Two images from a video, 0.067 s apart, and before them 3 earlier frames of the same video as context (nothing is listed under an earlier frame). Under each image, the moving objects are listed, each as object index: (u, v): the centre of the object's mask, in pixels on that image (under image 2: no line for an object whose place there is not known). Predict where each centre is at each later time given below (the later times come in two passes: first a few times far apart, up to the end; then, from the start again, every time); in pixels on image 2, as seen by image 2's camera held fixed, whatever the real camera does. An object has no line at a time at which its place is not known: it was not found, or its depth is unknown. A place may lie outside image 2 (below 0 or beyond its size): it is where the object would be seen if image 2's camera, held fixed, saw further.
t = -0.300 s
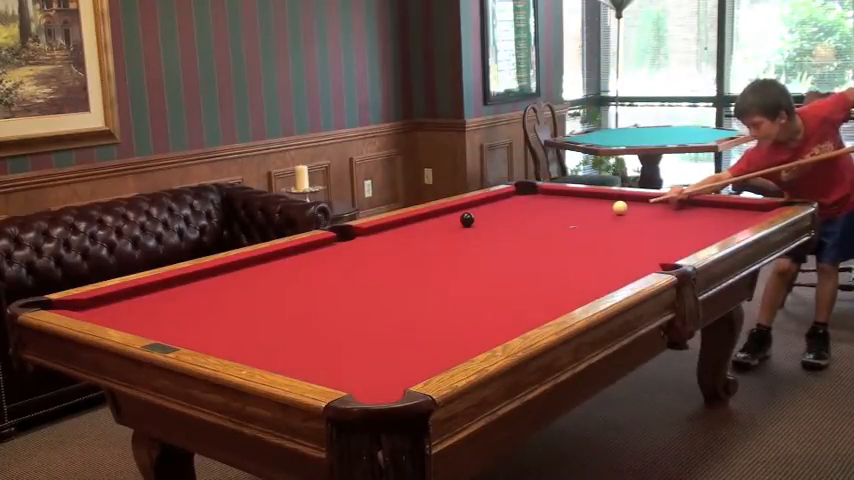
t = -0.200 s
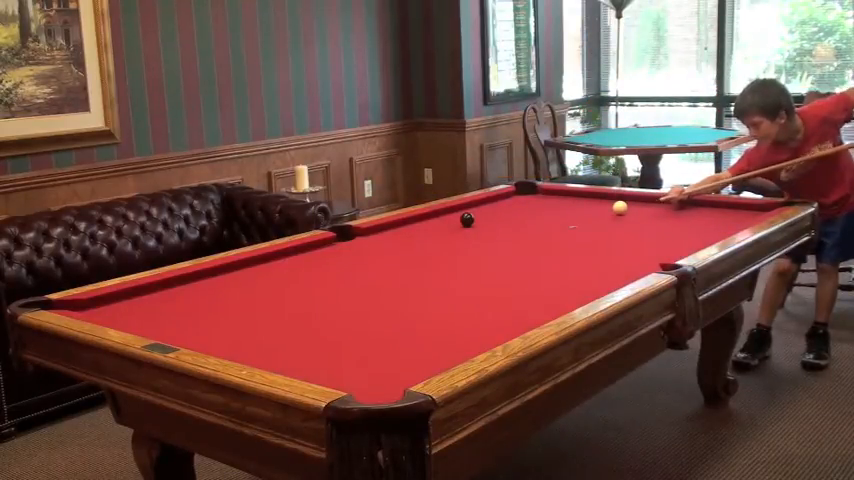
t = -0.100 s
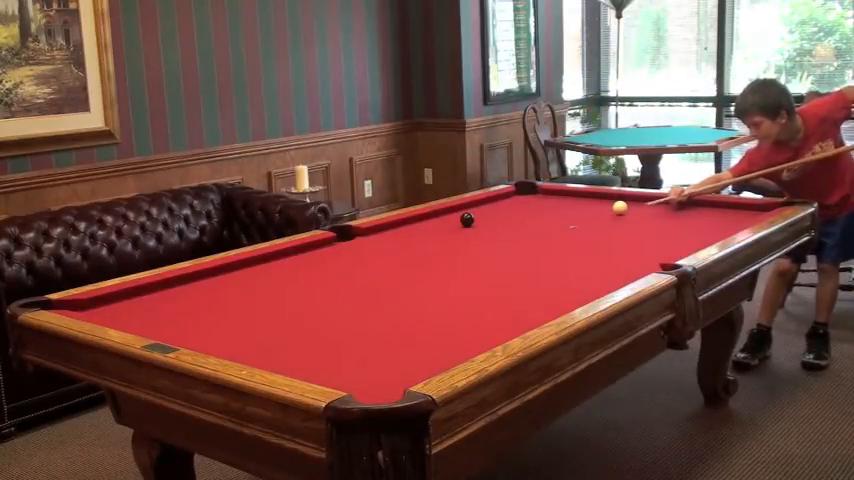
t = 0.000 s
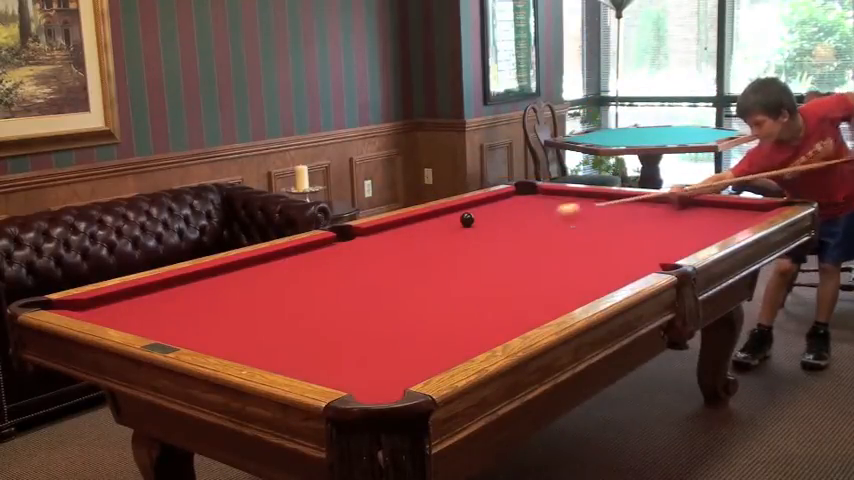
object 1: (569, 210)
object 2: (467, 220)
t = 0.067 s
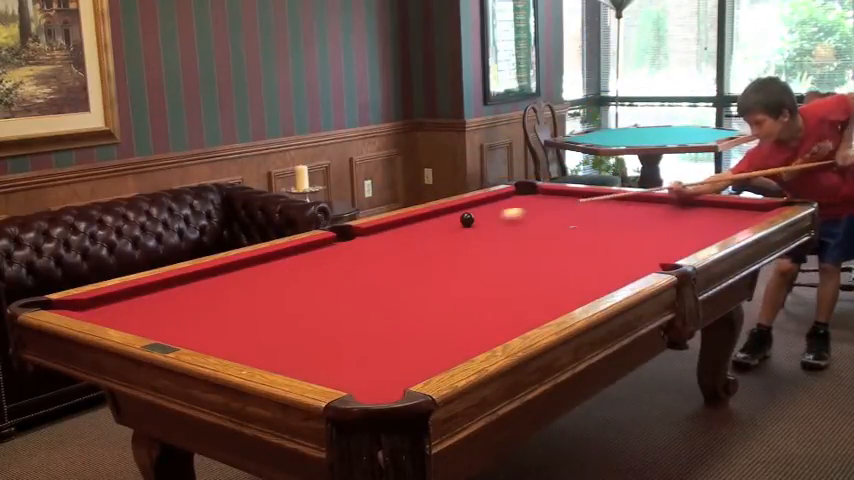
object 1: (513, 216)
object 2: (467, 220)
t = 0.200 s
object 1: (466, 216)
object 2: (404, 229)
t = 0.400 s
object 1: (442, 212)
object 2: (391, 229)
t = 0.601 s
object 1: (461, 210)
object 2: (461, 219)
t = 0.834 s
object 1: (481, 212)
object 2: (530, 206)
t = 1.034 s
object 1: (498, 212)
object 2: (584, 198)
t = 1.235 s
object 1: (514, 212)
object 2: (596, 199)
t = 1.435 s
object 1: (530, 212)
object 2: (589, 205)
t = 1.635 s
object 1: (544, 212)
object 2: (584, 211)
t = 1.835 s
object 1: (558, 212)
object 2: (578, 218)
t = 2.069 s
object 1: (573, 211)
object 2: (573, 225)
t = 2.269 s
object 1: (585, 213)
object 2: (569, 232)
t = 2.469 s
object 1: (597, 213)
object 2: (565, 241)
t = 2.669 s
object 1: (608, 213)
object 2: (560, 249)
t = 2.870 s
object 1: (617, 213)
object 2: (556, 257)
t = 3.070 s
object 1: (625, 213)
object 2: (552, 266)
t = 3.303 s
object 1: (635, 214)
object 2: (547, 276)
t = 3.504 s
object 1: (641, 214)
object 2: (543, 285)
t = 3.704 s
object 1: (647, 214)
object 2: (539, 296)
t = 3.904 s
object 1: (652, 214)
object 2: (535, 306)
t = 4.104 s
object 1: (655, 214)
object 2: (530, 313)
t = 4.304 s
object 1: (657, 215)
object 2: (513, 321)
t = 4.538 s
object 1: (659, 215)
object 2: (487, 329)
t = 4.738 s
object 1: (660, 215)
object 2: (466, 335)
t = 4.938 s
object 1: (661, 215)
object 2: (447, 341)
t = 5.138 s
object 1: (660, 215)
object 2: (429, 346)
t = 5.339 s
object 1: (660, 215)
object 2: (412, 352)
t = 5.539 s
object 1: (660, 215)
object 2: (396, 357)
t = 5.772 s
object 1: (660, 215)
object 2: (380, 363)
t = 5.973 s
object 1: (661, 215)
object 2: (367, 368)
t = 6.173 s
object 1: (661, 215)
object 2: (356, 372)
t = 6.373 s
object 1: (661, 215)
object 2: (348, 375)
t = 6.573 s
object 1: (661, 215)
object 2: (343, 376)
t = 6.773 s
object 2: (347, 376)
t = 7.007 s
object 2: (352, 376)
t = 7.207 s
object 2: (353, 377)
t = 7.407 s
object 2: (354, 377)
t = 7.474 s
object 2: (354, 377)
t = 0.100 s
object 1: (485, 217)
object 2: (467, 220)
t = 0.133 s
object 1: (476, 219)
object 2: (449, 223)
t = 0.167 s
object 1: (471, 218)
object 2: (425, 226)
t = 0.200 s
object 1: (466, 216)
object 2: (404, 229)
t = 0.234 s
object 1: (461, 215)
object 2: (381, 231)
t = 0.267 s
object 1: (457, 214)
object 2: (359, 234)
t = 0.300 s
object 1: (453, 214)
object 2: (346, 234)
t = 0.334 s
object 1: (450, 213)
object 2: (361, 233)
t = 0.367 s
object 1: (446, 213)
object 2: (376, 231)
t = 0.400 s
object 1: (442, 212)
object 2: (391, 229)
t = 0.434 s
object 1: (444, 212)
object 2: (405, 226)
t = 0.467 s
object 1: (448, 212)
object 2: (418, 224)
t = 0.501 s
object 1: (451, 212)
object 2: (429, 222)
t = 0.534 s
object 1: (454, 212)
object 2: (441, 220)
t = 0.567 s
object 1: (457, 211)
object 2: (450, 220)
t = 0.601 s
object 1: (461, 210)
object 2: (461, 219)
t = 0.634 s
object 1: (463, 210)
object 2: (472, 216)
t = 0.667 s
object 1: (466, 212)
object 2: (482, 214)
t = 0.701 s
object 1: (469, 212)
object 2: (492, 213)
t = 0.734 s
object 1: (472, 212)
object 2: (502, 211)
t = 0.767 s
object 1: (475, 212)
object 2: (512, 209)
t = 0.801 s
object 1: (478, 212)
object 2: (521, 208)
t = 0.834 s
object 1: (481, 212)
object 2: (530, 206)
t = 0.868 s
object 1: (484, 212)
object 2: (540, 205)
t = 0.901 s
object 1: (487, 212)
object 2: (548, 204)
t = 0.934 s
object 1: (489, 212)
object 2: (557, 202)
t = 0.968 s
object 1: (492, 212)
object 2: (566, 201)
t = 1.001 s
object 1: (495, 212)
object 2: (575, 198)
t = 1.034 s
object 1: (498, 212)
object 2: (584, 198)
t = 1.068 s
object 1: (501, 212)
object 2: (591, 197)
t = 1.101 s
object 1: (503, 212)
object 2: (597, 196)
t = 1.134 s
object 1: (506, 212)
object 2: (600, 197)
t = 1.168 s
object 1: (508, 212)
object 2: (598, 198)
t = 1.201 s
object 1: (511, 212)
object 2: (597, 198)
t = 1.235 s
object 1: (514, 212)
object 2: (596, 199)
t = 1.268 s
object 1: (517, 212)
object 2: (595, 200)
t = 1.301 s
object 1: (519, 212)
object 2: (593, 200)
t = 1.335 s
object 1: (522, 212)
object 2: (592, 202)
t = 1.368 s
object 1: (524, 212)
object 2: (591, 203)
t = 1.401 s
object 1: (527, 212)
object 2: (590, 204)
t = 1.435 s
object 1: (530, 212)
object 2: (589, 205)
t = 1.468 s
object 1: (532, 212)
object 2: (589, 206)
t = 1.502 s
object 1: (534, 212)
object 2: (588, 207)
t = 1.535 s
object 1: (537, 212)
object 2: (587, 208)
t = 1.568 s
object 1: (539, 212)
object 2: (586, 209)
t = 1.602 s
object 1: (542, 212)
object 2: (585, 210)
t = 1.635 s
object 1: (544, 212)
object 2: (584, 211)
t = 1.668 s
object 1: (547, 212)
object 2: (583, 212)
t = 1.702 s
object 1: (549, 212)
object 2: (583, 214)
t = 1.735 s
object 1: (551, 212)
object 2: (581, 214)
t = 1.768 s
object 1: (553, 212)
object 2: (581, 215)
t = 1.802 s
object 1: (555, 212)
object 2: (579, 217)
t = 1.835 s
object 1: (558, 212)
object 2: (578, 218)
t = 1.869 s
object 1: (560, 212)
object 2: (578, 219)
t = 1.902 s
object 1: (562, 212)
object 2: (577, 220)
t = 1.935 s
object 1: (564, 212)
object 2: (576, 221)
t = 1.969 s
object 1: (566, 211)
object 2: (576, 223)
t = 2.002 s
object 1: (569, 211)
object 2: (574, 223)
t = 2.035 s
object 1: (571, 211)
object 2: (574, 224)
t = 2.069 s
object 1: (573, 211)
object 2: (573, 225)
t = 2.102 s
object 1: (575, 212)
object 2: (573, 226)
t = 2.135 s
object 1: (577, 212)
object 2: (571, 228)
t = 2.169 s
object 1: (579, 212)
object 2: (571, 230)
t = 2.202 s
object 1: (581, 212)
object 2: (571, 231)
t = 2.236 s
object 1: (583, 212)
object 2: (570, 232)
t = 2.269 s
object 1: (585, 213)
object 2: (569, 232)
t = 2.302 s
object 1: (588, 212)
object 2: (568, 234)
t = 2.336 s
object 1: (589, 212)
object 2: (567, 236)
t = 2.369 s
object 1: (591, 213)
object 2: (567, 237)
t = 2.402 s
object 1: (593, 213)
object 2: (566, 238)
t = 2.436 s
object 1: (595, 213)
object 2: (565, 240)
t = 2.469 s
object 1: (597, 213)
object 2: (565, 241)
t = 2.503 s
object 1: (599, 213)
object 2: (564, 242)
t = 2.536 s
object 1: (600, 213)
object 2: (563, 243)
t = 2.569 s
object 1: (602, 213)
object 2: (563, 244)
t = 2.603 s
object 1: (604, 213)
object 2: (562, 246)
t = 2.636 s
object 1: (606, 213)
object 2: (561, 247)
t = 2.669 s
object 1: (608, 213)
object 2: (560, 249)
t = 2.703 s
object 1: (610, 213)
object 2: (560, 250)
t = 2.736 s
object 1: (611, 213)
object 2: (559, 251)
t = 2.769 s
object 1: (613, 213)
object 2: (559, 253)
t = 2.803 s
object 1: (614, 213)
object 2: (558, 254)
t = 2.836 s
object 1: (615, 213)
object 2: (557, 255)
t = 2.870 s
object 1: (617, 213)
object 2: (556, 257)
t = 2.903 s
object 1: (619, 213)
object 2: (555, 258)
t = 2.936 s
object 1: (620, 214)
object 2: (555, 259)
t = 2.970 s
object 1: (621, 214)
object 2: (554, 261)
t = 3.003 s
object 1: (623, 214)
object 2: (553, 262)
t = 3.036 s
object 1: (624, 213)
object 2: (552, 264)
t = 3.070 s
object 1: (625, 213)
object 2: (552, 266)
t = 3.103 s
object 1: (627, 213)
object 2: (551, 267)
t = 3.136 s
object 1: (628, 214)
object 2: (550, 268)
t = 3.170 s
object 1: (630, 214)
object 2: (550, 270)
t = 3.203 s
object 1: (631, 214)
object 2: (549, 271)
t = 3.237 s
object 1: (632, 214)
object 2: (548, 273)
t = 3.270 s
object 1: (633, 214)
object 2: (547, 274)
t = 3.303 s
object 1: (635, 214)
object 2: (547, 276)
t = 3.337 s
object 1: (636, 214)
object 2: (546, 277)
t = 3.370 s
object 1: (637, 214)
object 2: (546, 279)
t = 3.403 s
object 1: (638, 214)
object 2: (545, 281)
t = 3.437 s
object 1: (639, 214)
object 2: (544, 282)
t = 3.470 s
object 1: (640, 214)
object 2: (544, 284)
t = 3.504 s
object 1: (641, 214)
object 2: (543, 285)
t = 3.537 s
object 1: (642, 214)
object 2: (542, 287)
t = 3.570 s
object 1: (643, 214)
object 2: (541, 289)
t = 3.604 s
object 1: (644, 214)
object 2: (541, 290)
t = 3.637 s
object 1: (645, 214)
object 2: (540, 292)
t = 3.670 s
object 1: (646, 214)
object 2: (540, 293)
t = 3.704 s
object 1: (647, 214)
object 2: (539, 296)
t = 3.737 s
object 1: (647, 214)
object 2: (538, 297)
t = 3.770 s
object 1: (649, 214)
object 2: (538, 299)
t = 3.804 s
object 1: (649, 214)
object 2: (537, 300)
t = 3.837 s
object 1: (650, 214)
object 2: (536, 302)
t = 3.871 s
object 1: (651, 214)
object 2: (536, 304)
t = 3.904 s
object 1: (652, 214)
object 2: (535, 306)
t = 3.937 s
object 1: (652, 214)
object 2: (534, 307)
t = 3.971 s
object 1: (653, 214)
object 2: (534, 308)
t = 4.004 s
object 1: (653, 214)
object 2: (533, 310)
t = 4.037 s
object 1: (654, 214)
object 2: (532, 311)
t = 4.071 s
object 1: (655, 214)
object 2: (531, 312)
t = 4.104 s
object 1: (655, 214)
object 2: (530, 313)
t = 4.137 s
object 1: (656, 214)
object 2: (530, 314)
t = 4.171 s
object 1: (656, 214)
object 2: (527, 316)
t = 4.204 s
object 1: (657, 214)
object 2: (523, 317)
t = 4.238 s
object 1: (657, 214)
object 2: (520, 318)
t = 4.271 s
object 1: (657, 215)
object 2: (516, 320)
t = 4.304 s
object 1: (657, 215)
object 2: (513, 321)
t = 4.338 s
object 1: (658, 215)
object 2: (509, 322)
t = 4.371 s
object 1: (658, 215)
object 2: (505, 323)
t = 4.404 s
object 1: (658, 215)
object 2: (501, 324)
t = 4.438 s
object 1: (659, 215)
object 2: (498, 325)
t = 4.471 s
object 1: (659, 215)
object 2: (494, 327)
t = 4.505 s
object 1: (659, 215)
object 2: (490, 328)
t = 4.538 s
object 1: (659, 215)
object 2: (487, 329)
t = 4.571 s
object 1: (659, 215)
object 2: (484, 331)
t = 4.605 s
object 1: (660, 215)
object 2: (480, 331)
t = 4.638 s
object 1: (660, 215)
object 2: (477, 332)
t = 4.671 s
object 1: (660, 215)
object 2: (473, 334)
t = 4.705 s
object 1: (660, 215)
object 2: (470, 335)
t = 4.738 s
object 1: (660, 215)
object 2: (466, 335)
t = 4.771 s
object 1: (660, 214)
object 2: (463, 337)
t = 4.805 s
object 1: (660, 215)
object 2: (460, 337)
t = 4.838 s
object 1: (660, 215)
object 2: (457, 338)
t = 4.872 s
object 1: (660, 215)
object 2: (453, 339)
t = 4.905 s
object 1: (661, 215)
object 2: (450, 340)
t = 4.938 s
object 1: (661, 215)
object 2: (447, 341)
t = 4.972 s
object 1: (661, 215)
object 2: (444, 342)
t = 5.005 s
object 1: (661, 215)
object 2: (441, 343)
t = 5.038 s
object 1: (661, 215)
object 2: (438, 344)
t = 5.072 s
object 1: (660, 215)
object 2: (435, 345)
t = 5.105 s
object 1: (660, 215)
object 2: (432, 346)
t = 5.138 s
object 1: (660, 215)
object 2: (429, 346)
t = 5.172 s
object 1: (660, 215)
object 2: (426, 347)
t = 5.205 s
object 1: (660, 215)
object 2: (423, 348)
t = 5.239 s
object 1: (660, 215)
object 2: (420, 349)
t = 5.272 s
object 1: (660, 215)
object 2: (417, 350)
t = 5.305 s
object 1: (660, 215)
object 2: (415, 351)
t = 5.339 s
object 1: (660, 215)
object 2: (412, 352)
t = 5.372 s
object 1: (660, 215)
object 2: (409, 352)
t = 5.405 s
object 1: (660, 215)
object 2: (407, 353)
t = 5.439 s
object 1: (660, 215)
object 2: (404, 354)
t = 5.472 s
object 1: (660, 215)
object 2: (401, 355)
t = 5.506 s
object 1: (660, 215)
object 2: (399, 356)
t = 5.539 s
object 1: (660, 215)
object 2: (396, 357)
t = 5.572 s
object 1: (660, 215)
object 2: (394, 358)
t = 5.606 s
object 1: (660, 215)
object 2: (391, 359)
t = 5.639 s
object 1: (660, 215)
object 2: (389, 359)
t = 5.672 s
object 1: (660, 215)
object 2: (387, 360)
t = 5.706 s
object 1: (660, 215)
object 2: (384, 361)
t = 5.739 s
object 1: (660, 215)
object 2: (382, 362)
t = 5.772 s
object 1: (660, 215)
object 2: (380, 363)
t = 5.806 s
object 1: (660, 215)
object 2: (378, 363)
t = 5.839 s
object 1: (660, 215)
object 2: (376, 364)
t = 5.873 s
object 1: (660, 215)
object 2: (373, 365)
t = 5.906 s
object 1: (660, 215)
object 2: (371, 366)
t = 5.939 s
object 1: (661, 215)
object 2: (369, 367)
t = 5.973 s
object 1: (661, 215)
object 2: (367, 368)
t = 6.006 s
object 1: (661, 215)
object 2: (366, 368)
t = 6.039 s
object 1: (661, 215)
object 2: (364, 369)
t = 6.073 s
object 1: (661, 215)
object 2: (362, 370)
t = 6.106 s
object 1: (661, 215)
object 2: (360, 371)
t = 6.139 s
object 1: (661, 215)
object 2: (358, 371)
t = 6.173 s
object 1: (661, 215)
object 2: (356, 372)
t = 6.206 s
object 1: (660, 215)
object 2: (355, 373)
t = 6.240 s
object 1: (661, 215)
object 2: (353, 373)
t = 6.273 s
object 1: (660, 215)
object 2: (352, 374)
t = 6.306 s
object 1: (660, 215)
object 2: (350, 374)
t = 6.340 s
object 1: (661, 215)
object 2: (349, 374)
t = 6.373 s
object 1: (661, 215)
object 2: (348, 375)
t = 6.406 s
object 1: (661, 215)
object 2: (346, 375)
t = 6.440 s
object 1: (661, 215)
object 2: (345, 375)
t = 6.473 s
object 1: (661, 215)
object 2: (344, 375)
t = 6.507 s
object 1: (661, 215)
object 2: (343, 376)
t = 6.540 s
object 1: (661, 215)
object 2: (343, 376)
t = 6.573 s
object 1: (661, 215)
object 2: (343, 376)
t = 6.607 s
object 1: (661, 215)
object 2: (344, 376)
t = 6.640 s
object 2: (345, 376)
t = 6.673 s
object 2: (345, 376)
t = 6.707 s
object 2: (346, 376)
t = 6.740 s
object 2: (347, 376)
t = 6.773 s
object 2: (347, 376)
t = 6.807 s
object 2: (348, 376)
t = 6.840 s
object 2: (349, 376)
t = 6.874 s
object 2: (349, 376)
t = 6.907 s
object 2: (350, 376)
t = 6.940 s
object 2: (350, 376)
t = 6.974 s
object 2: (351, 376)
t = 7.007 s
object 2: (352, 376)
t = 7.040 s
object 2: (352, 376)
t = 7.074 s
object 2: (352, 376)
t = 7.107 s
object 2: (352, 376)
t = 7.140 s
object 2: (353, 376)
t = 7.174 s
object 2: (353, 377)
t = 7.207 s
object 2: (353, 377)
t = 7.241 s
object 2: (354, 377)
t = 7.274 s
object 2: (354, 377)
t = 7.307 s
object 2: (354, 377)
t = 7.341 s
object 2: (354, 377)
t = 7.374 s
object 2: (354, 377)
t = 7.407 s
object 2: (354, 377)
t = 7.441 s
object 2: (354, 377)
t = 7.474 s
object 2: (354, 377)
